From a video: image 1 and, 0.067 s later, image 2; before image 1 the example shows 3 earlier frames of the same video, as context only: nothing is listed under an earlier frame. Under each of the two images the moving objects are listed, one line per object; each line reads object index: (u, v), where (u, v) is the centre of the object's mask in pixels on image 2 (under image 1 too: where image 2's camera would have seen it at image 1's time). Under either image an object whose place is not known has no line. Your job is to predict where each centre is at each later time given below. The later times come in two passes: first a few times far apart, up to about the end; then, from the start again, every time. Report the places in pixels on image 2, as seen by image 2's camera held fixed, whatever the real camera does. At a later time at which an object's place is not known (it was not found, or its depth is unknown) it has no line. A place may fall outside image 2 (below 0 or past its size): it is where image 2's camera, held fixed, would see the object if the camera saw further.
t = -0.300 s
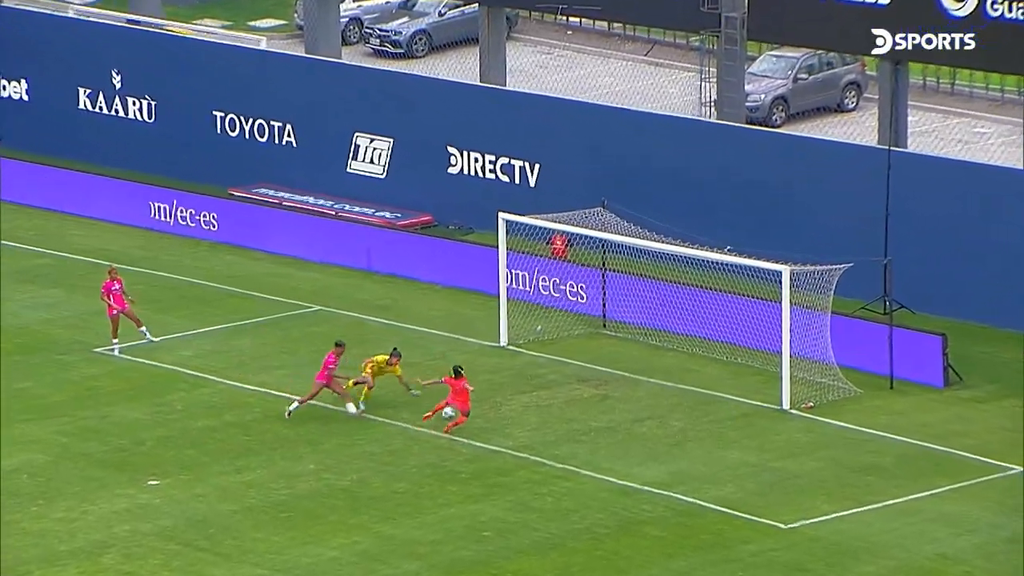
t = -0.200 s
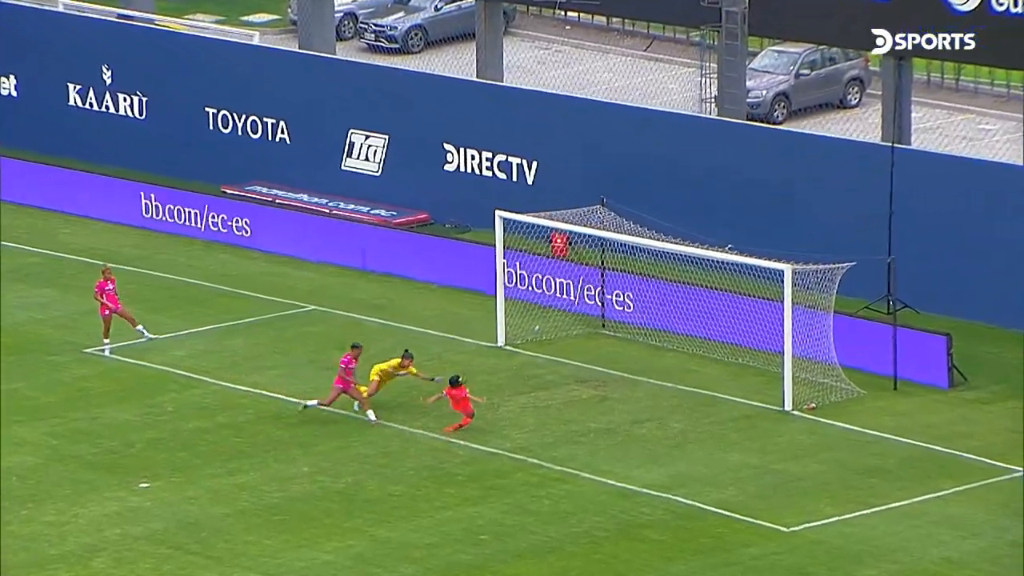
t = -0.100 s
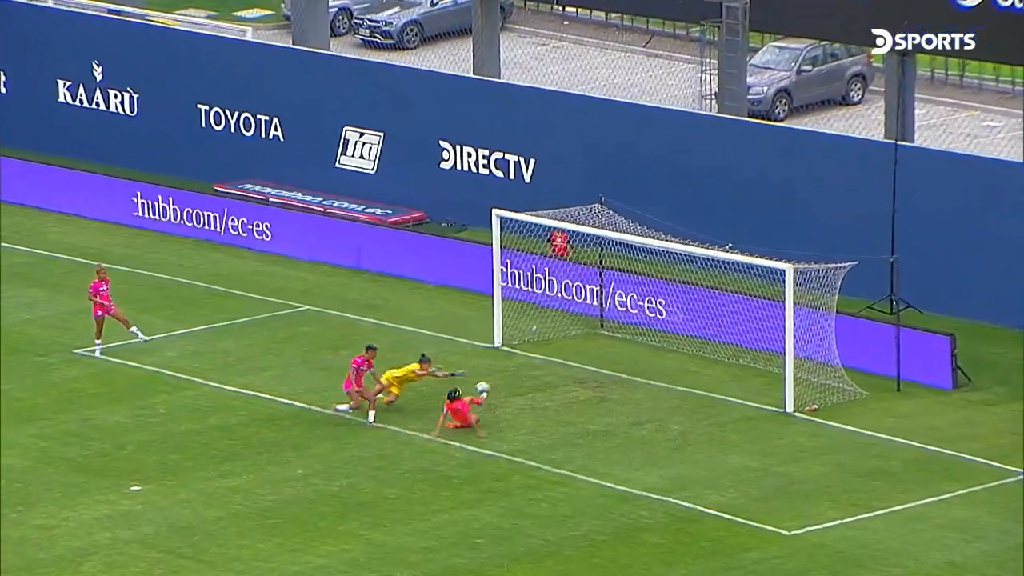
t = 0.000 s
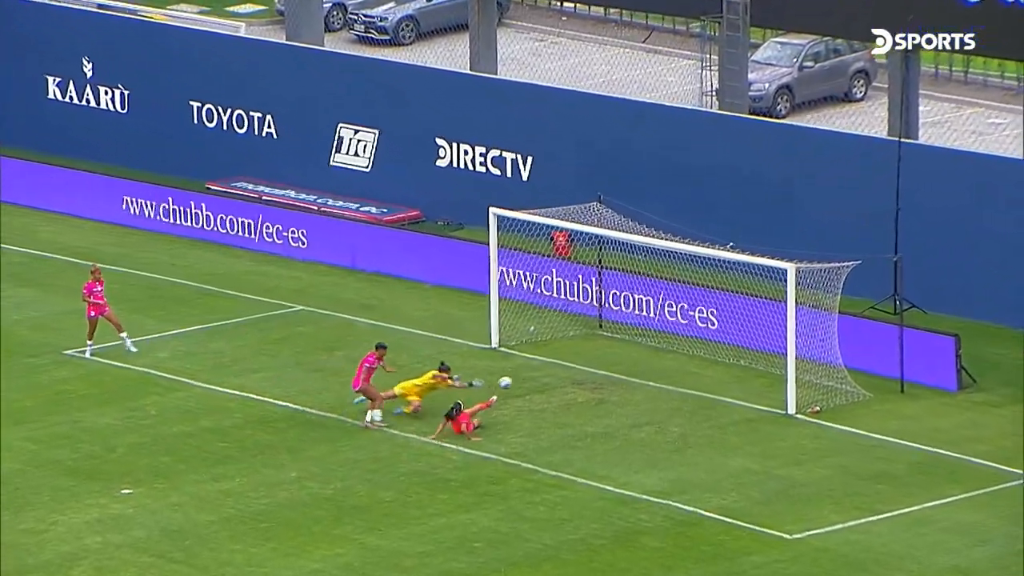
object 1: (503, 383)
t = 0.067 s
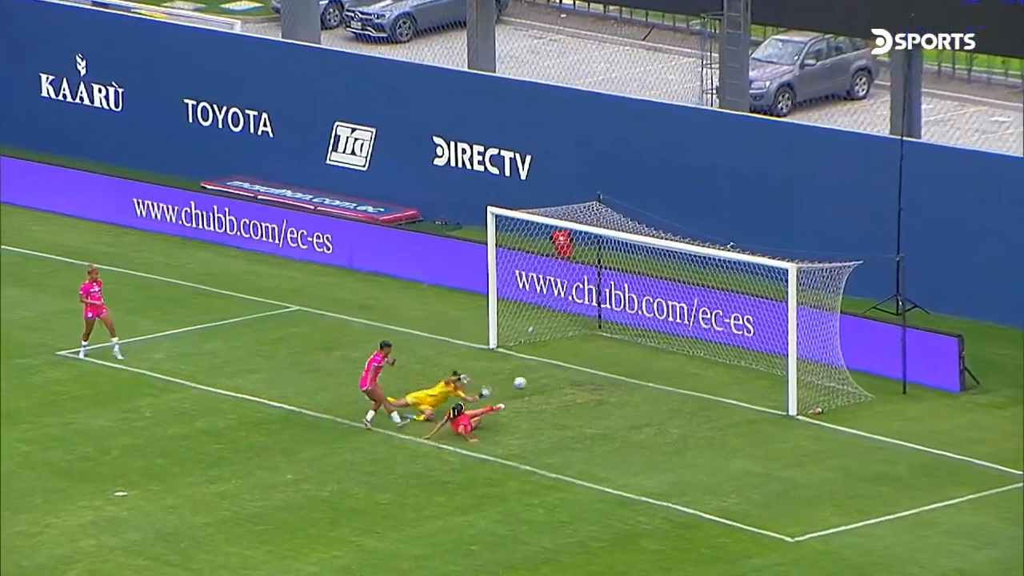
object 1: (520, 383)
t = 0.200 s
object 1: (551, 372)
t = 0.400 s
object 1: (594, 352)
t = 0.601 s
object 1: (634, 346)
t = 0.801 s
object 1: (669, 329)
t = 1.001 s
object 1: (672, 310)
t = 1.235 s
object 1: (648, 300)
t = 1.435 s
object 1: (624, 315)
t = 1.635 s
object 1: (605, 341)
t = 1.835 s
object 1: (597, 334)
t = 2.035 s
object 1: (589, 345)
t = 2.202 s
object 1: (579, 346)
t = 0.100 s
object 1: (528, 383)
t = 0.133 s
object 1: (536, 384)
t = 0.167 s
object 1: (544, 378)
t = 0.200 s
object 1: (551, 372)
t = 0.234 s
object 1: (557, 367)
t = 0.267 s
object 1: (565, 363)
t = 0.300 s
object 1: (573, 359)
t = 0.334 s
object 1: (579, 356)
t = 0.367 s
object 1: (587, 353)
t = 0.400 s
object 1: (594, 352)
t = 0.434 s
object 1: (600, 351)
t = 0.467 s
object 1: (608, 351)
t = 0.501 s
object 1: (615, 351)
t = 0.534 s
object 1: (621, 352)
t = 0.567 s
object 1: (627, 351)
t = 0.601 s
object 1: (634, 346)
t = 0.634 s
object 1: (640, 341)
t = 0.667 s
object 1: (646, 338)
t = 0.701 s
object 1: (654, 335)
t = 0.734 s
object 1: (659, 333)
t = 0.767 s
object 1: (665, 331)
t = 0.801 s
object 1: (669, 329)
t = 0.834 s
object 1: (672, 327)
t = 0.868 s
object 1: (674, 325)
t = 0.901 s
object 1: (675, 321)
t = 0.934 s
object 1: (675, 317)
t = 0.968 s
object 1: (674, 313)
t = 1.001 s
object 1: (672, 310)
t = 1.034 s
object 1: (668, 306)
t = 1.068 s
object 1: (665, 303)
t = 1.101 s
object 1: (662, 301)
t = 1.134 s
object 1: (660, 300)
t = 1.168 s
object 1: (655, 299)
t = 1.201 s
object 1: (651, 299)
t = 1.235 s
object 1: (648, 300)
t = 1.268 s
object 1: (644, 300)
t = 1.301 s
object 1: (640, 303)
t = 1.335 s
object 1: (637, 305)
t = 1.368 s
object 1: (632, 308)
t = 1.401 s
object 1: (628, 311)
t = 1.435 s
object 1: (624, 315)
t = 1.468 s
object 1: (621, 320)
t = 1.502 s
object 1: (617, 325)
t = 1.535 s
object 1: (613, 330)
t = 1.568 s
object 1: (609, 337)
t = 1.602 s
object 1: (607, 343)
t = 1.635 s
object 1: (605, 341)
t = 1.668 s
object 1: (604, 338)
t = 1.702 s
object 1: (602, 336)
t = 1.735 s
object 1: (600, 335)
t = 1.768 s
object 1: (599, 334)
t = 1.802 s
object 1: (598, 334)
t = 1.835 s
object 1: (597, 334)
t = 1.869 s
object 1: (595, 335)
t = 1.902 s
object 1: (594, 337)
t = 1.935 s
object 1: (593, 339)
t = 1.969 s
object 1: (591, 342)
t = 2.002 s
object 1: (591, 345)
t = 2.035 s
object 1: (589, 345)
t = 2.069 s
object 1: (587, 344)
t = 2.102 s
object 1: (585, 344)
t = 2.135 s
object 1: (583, 344)
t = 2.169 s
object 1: (581, 345)
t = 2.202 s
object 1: (579, 346)
